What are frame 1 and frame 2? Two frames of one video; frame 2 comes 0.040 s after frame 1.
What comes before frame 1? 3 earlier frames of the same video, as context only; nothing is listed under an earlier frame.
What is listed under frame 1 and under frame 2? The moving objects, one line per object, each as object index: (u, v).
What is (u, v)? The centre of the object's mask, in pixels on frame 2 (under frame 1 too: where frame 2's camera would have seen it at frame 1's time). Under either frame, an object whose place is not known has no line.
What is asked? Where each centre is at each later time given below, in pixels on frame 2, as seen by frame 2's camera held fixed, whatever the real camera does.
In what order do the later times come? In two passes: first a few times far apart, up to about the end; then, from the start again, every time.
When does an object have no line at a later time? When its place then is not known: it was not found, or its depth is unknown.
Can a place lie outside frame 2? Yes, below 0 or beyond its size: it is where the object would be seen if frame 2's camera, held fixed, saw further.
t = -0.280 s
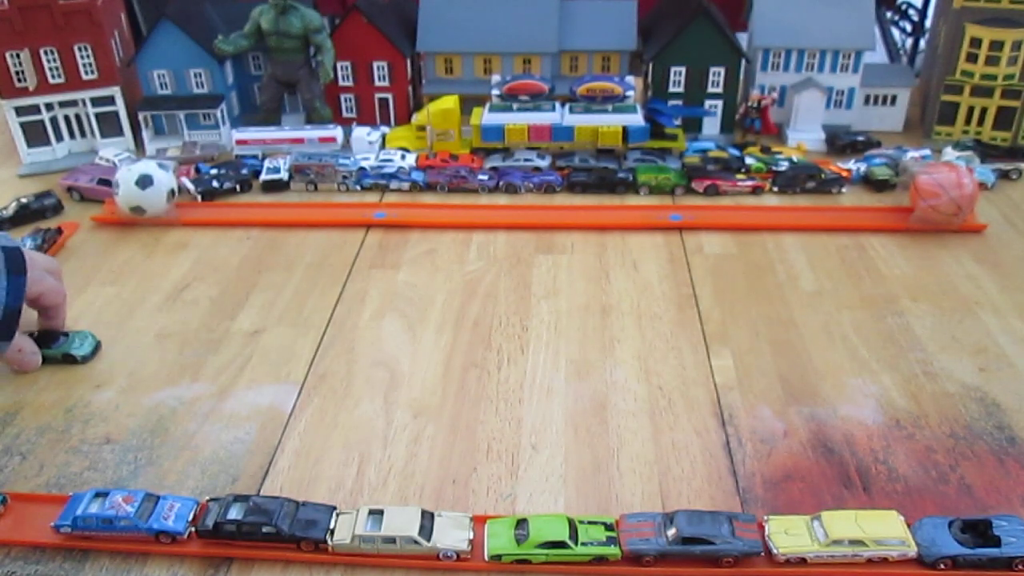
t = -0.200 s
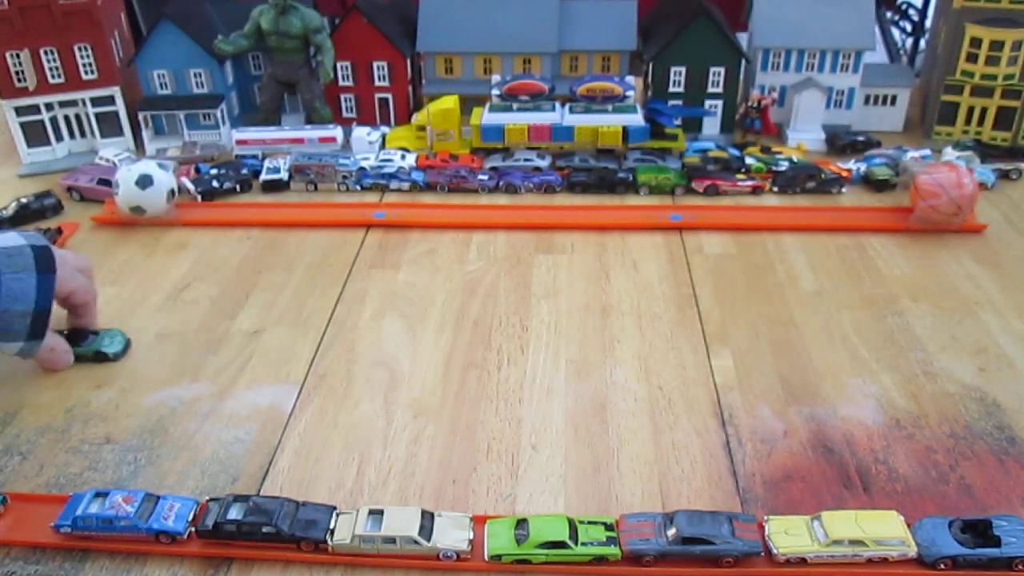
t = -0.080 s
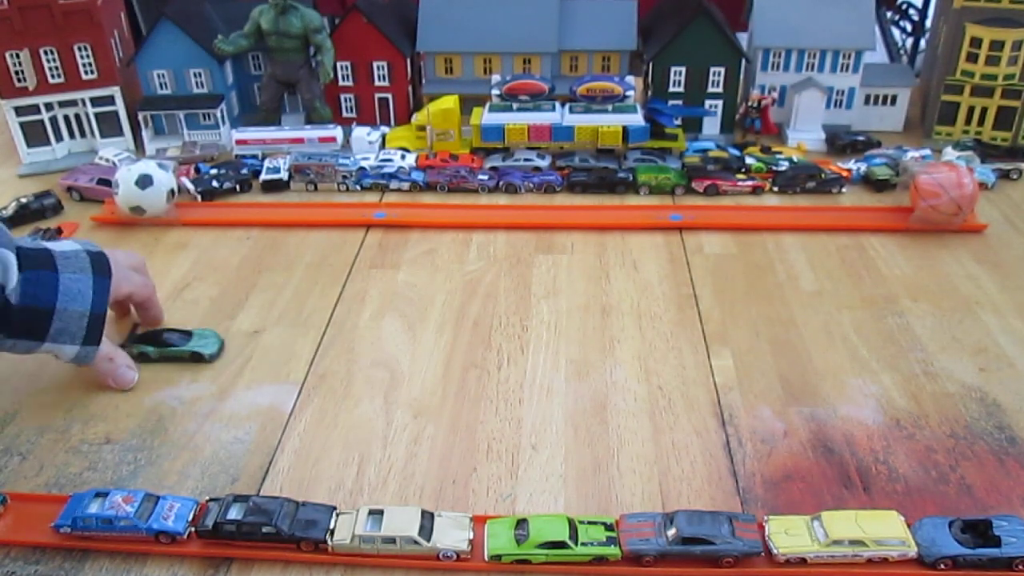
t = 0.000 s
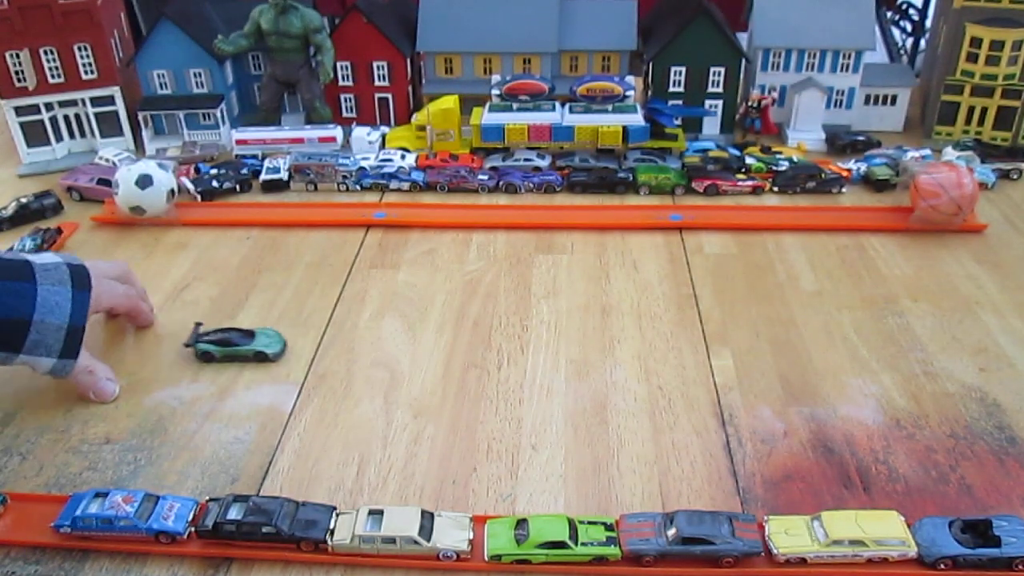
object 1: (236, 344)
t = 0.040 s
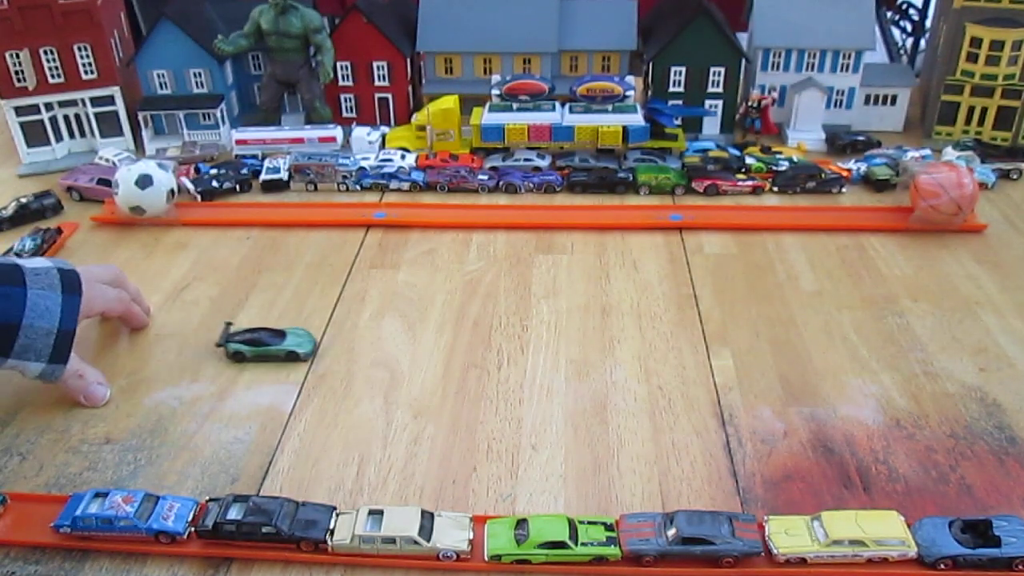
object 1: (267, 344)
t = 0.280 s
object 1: (439, 341)
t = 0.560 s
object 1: (606, 337)
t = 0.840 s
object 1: (732, 333)
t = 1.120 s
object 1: (802, 330)
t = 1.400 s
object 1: (824, 329)
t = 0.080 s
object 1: (297, 344)
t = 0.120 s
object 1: (327, 343)
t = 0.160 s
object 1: (356, 343)
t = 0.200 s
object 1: (385, 342)
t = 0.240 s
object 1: (412, 341)
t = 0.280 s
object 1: (439, 341)
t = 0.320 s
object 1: (465, 340)
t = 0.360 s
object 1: (490, 339)
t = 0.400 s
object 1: (515, 339)
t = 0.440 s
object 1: (539, 338)
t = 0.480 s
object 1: (562, 338)
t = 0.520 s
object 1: (584, 337)
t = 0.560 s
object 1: (606, 337)
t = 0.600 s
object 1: (627, 336)
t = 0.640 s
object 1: (647, 336)
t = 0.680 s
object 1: (666, 335)
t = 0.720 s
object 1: (684, 335)
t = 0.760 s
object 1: (701, 334)
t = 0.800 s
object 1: (717, 333)
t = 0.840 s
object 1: (732, 333)
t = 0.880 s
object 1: (745, 332)
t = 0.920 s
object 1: (758, 331)
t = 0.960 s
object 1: (769, 331)
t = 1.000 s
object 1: (778, 331)
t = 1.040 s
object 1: (788, 330)
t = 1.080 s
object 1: (796, 330)
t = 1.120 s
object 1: (802, 330)
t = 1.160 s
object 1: (808, 329)
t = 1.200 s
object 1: (813, 329)
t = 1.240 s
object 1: (817, 329)
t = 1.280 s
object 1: (820, 329)
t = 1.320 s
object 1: (823, 329)
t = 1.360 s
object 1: (823, 329)
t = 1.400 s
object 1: (824, 329)
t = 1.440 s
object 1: (824, 329)
